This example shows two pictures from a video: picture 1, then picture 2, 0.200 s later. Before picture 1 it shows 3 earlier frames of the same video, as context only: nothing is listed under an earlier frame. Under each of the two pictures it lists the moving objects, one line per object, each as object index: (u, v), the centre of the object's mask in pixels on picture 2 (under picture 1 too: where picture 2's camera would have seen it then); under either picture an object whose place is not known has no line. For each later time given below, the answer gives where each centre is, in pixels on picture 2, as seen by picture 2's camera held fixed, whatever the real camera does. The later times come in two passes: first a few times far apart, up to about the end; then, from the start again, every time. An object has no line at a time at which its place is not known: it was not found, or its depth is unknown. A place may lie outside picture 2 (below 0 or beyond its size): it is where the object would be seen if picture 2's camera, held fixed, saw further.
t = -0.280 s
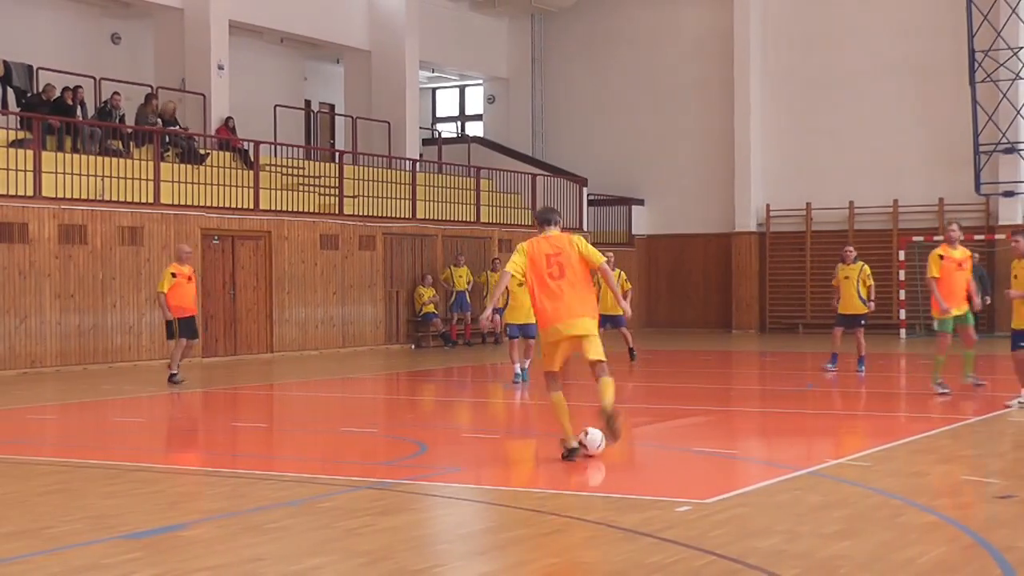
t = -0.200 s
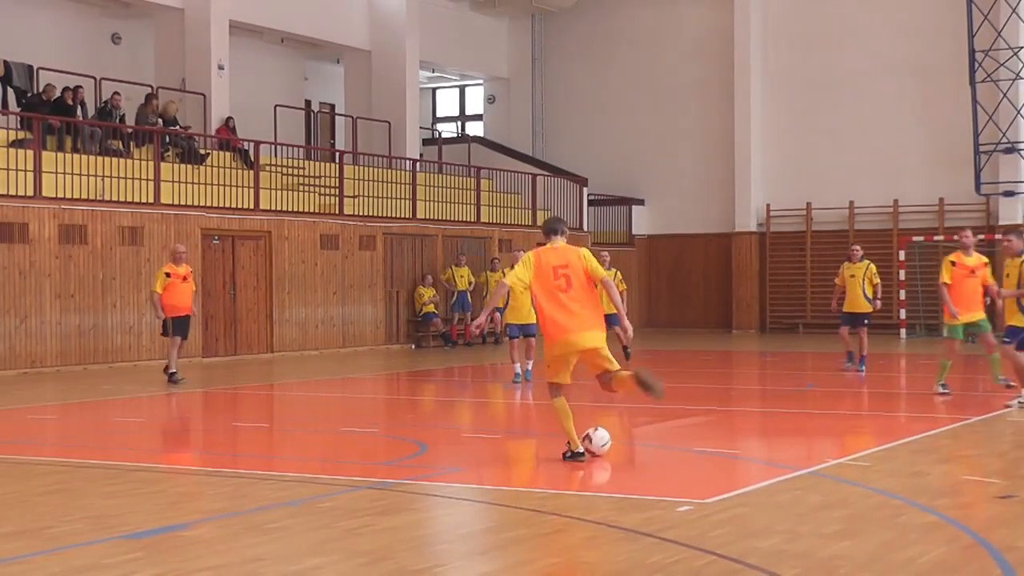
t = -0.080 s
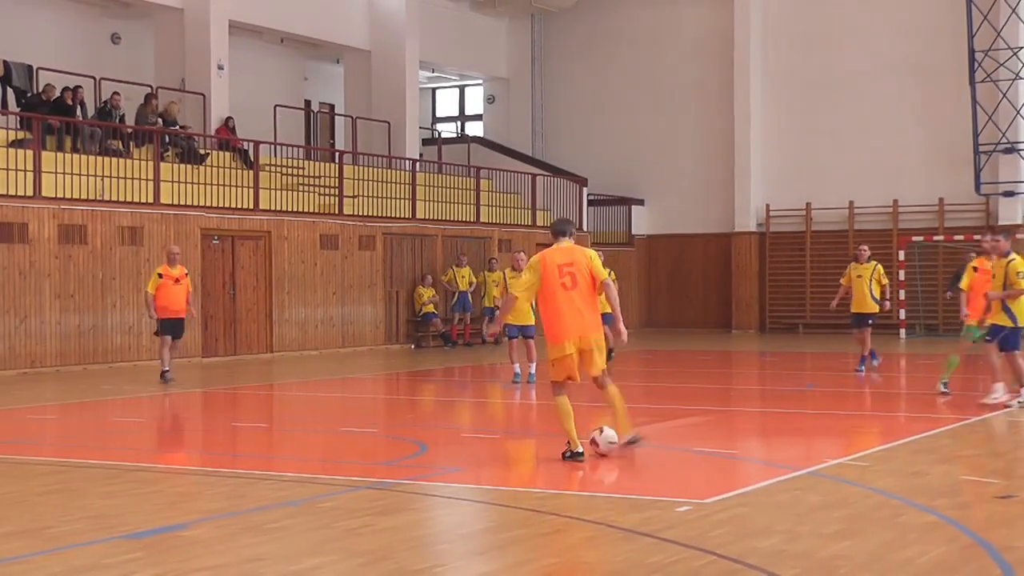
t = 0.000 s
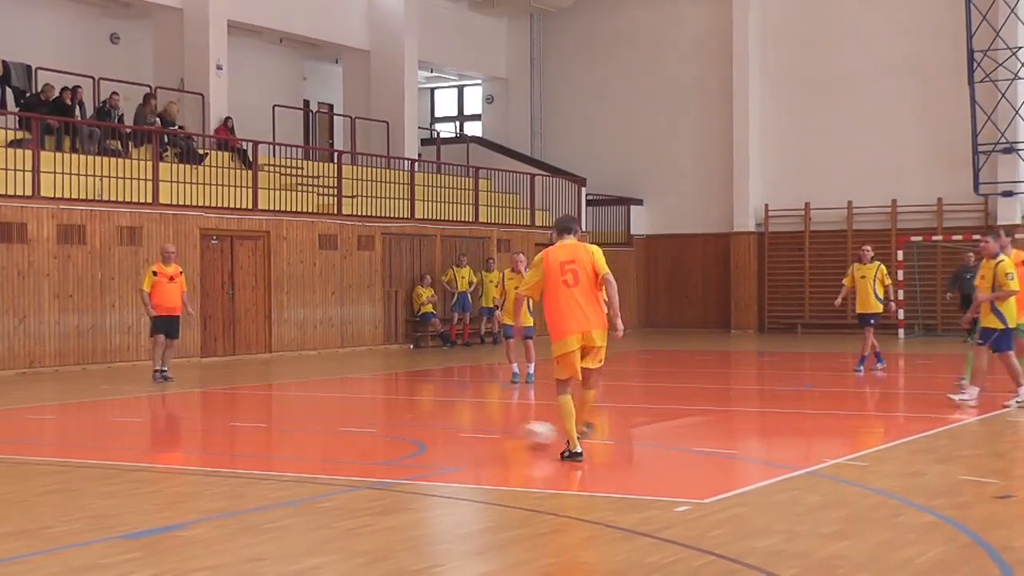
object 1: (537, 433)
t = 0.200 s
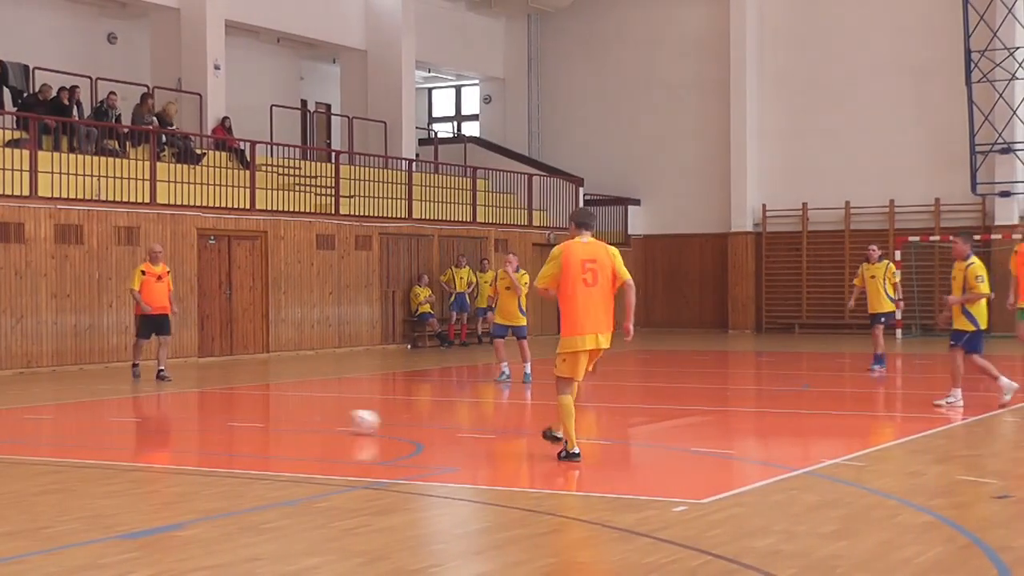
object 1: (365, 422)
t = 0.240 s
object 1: (336, 419)
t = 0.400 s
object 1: (238, 411)
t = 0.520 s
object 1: (175, 407)
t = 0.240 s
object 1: (336, 419)
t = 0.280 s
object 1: (309, 418)
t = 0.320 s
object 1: (283, 416)
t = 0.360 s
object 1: (260, 414)
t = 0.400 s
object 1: (238, 411)
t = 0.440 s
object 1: (215, 410)
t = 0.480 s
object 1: (196, 409)
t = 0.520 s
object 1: (175, 407)
